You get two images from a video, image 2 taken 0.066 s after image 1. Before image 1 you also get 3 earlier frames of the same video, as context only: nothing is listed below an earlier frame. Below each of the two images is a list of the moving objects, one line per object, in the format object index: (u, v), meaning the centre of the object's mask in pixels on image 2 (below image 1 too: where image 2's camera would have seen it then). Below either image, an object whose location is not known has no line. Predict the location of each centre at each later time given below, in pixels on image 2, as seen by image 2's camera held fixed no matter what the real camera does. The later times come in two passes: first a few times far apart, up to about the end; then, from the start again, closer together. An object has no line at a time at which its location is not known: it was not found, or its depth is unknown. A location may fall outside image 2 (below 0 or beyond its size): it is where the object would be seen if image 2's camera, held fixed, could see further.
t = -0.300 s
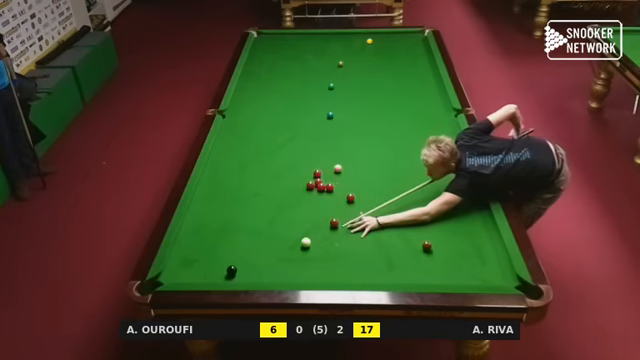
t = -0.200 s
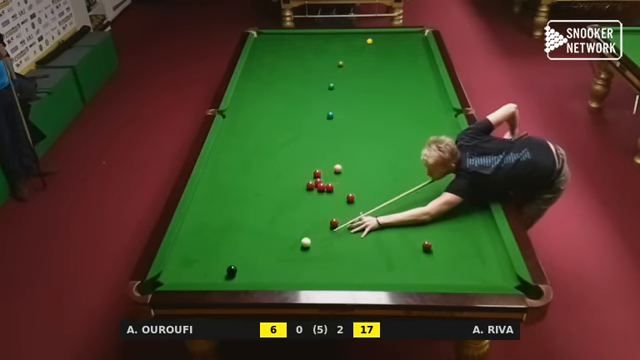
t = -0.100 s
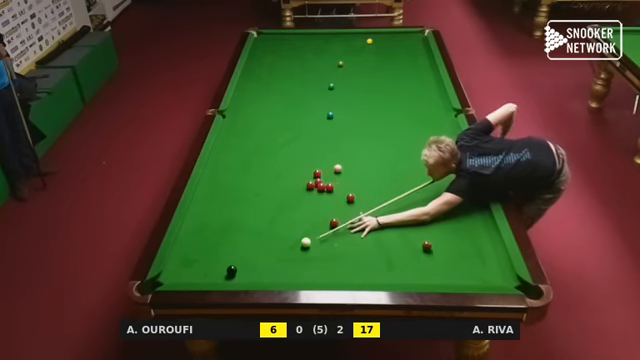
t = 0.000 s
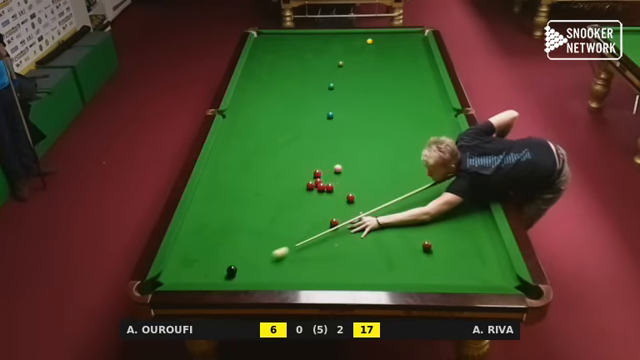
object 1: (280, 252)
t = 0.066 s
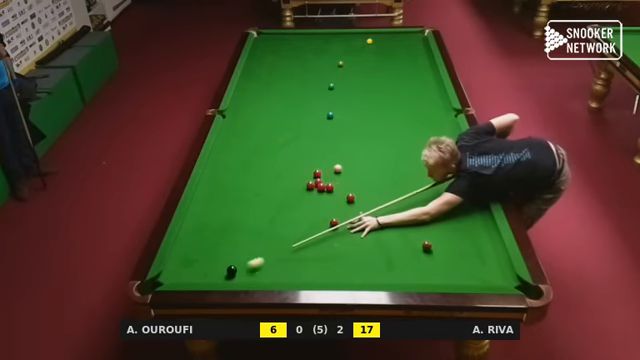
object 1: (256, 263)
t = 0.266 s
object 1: (242, 275)
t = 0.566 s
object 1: (251, 261)
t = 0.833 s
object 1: (259, 248)
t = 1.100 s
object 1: (265, 238)
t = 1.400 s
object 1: (272, 228)
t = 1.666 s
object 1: (277, 220)
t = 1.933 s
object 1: (281, 213)
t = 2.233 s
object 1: (286, 207)
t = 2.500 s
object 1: (289, 202)
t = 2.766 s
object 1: (292, 198)
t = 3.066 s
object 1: (295, 195)
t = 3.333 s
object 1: (297, 192)
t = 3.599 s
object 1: (298, 191)
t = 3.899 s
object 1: (300, 189)
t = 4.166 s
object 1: (300, 189)
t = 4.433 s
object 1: (300, 189)
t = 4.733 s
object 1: (300, 189)
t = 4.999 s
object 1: (300, 189)
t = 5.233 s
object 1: (300, 189)
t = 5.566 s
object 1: (300, 189)
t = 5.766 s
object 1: (300, 189)
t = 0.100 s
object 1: (245, 268)
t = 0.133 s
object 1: (242, 271)
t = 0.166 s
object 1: (241, 274)
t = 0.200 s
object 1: (241, 276)
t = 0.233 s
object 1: (241, 277)
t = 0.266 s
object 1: (242, 275)
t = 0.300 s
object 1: (243, 274)
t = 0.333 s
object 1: (244, 272)
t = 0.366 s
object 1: (245, 271)
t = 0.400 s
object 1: (246, 269)
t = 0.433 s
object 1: (247, 267)
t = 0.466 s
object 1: (248, 266)
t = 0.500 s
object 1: (249, 264)
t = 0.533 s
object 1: (250, 262)
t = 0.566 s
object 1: (251, 261)
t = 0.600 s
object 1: (252, 259)
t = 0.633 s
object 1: (253, 257)
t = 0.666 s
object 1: (254, 256)
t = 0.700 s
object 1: (255, 254)
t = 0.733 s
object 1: (256, 253)
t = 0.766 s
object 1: (257, 251)
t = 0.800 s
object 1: (258, 250)
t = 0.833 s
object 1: (259, 248)
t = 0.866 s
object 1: (259, 247)
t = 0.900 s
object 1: (260, 246)
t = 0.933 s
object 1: (261, 244)
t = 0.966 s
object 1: (262, 243)
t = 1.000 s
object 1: (263, 242)
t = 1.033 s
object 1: (264, 241)
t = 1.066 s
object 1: (264, 239)
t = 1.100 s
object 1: (265, 238)
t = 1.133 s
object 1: (266, 237)
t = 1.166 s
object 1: (267, 236)
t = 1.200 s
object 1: (267, 234)
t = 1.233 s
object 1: (268, 233)
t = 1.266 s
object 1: (269, 232)
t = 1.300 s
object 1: (270, 231)
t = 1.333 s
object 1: (270, 230)
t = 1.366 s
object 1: (271, 229)
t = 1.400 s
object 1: (272, 228)
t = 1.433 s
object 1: (272, 227)
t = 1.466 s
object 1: (273, 226)
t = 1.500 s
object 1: (274, 225)
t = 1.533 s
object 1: (274, 224)
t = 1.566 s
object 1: (275, 223)
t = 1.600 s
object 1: (276, 222)
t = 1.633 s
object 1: (276, 221)
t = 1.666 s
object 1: (277, 220)
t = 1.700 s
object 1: (277, 219)
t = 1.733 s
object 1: (278, 218)
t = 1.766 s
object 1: (279, 217)
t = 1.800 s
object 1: (279, 216)
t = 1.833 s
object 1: (280, 216)
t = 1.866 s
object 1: (280, 215)
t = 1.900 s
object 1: (281, 214)
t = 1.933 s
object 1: (281, 213)
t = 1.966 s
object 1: (282, 212)
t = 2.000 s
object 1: (282, 211)
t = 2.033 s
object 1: (283, 211)
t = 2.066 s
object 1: (283, 210)
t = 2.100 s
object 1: (284, 209)
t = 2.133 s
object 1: (284, 209)
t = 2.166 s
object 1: (285, 208)
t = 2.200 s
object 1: (285, 207)
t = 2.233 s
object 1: (286, 207)
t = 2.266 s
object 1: (286, 206)
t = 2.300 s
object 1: (287, 205)
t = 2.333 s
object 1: (287, 205)
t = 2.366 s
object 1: (288, 204)
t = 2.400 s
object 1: (288, 203)
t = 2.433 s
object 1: (288, 203)
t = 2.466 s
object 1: (289, 202)
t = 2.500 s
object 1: (289, 202)
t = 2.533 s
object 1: (289, 201)
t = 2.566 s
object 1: (290, 201)
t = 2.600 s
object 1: (290, 200)
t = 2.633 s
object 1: (291, 200)
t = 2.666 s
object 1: (291, 199)
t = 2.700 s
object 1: (291, 199)
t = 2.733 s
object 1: (292, 199)
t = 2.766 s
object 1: (292, 198)
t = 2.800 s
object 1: (292, 198)
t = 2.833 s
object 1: (293, 197)
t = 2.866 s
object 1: (293, 197)
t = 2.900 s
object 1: (293, 196)
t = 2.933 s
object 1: (294, 196)
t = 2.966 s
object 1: (294, 196)
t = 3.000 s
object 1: (294, 195)
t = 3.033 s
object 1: (295, 195)
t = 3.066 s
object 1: (295, 195)
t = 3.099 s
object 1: (295, 194)
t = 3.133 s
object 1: (295, 194)
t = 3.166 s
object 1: (295, 194)
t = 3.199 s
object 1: (296, 193)
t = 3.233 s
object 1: (296, 193)
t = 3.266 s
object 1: (296, 193)
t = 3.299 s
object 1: (297, 192)
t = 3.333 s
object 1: (297, 192)
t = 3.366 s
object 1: (297, 192)
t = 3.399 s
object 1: (297, 192)
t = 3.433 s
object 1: (297, 192)
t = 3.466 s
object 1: (298, 191)
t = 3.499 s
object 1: (298, 191)
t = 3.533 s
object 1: (298, 191)
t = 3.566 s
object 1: (298, 191)
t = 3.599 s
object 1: (298, 191)
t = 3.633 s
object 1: (299, 190)
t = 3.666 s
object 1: (299, 190)
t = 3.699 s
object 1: (299, 190)
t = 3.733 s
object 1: (299, 190)
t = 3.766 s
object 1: (299, 190)
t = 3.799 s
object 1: (299, 190)
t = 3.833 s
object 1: (299, 190)
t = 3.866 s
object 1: (299, 190)
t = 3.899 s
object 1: (300, 189)
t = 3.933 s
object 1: (300, 189)
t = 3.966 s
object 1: (300, 189)
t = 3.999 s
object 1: (300, 189)
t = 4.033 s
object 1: (300, 189)
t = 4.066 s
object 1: (300, 189)
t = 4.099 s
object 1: (300, 189)
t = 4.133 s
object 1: (300, 189)
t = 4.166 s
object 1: (300, 189)
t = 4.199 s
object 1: (300, 189)
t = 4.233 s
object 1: (300, 189)
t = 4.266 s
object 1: (300, 189)
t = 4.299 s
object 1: (300, 189)
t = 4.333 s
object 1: (300, 189)
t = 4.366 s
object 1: (300, 189)
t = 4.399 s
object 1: (300, 189)
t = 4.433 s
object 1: (300, 189)
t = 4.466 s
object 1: (300, 189)
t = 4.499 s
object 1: (300, 189)
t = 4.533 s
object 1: (300, 189)
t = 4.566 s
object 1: (300, 189)
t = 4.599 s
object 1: (300, 189)
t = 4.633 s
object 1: (300, 189)
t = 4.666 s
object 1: (300, 189)
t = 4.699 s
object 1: (300, 189)
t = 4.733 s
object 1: (300, 189)
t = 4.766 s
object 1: (300, 189)
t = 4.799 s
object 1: (300, 189)
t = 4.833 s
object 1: (300, 189)
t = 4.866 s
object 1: (300, 189)
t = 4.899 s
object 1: (300, 189)
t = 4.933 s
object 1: (300, 189)
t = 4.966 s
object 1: (300, 189)
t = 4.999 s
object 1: (300, 189)
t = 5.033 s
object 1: (300, 189)
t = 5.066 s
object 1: (300, 189)
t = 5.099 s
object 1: (300, 189)
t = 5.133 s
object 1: (300, 189)
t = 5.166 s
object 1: (300, 189)
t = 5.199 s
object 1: (300, 189)
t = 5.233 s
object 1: (300, 189)
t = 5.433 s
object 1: (300, 189)
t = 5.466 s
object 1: (300, 189)
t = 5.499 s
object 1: (300, 189)
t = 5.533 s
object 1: (300, 189)
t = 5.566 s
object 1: (300, 189)
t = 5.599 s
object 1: (300, 189)
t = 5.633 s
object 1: (300, 189)
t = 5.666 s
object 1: (300, 189)
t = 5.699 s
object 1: (300, 189)
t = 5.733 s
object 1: (300, 189)
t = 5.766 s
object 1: (300, 189)
